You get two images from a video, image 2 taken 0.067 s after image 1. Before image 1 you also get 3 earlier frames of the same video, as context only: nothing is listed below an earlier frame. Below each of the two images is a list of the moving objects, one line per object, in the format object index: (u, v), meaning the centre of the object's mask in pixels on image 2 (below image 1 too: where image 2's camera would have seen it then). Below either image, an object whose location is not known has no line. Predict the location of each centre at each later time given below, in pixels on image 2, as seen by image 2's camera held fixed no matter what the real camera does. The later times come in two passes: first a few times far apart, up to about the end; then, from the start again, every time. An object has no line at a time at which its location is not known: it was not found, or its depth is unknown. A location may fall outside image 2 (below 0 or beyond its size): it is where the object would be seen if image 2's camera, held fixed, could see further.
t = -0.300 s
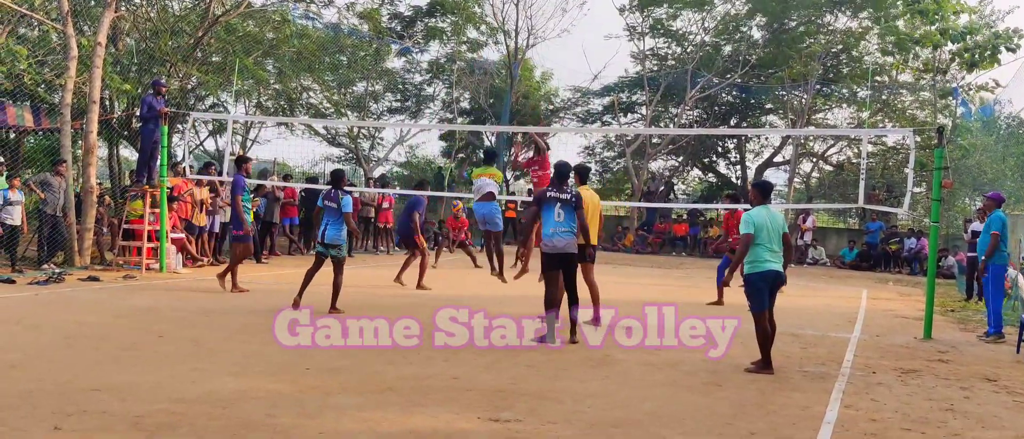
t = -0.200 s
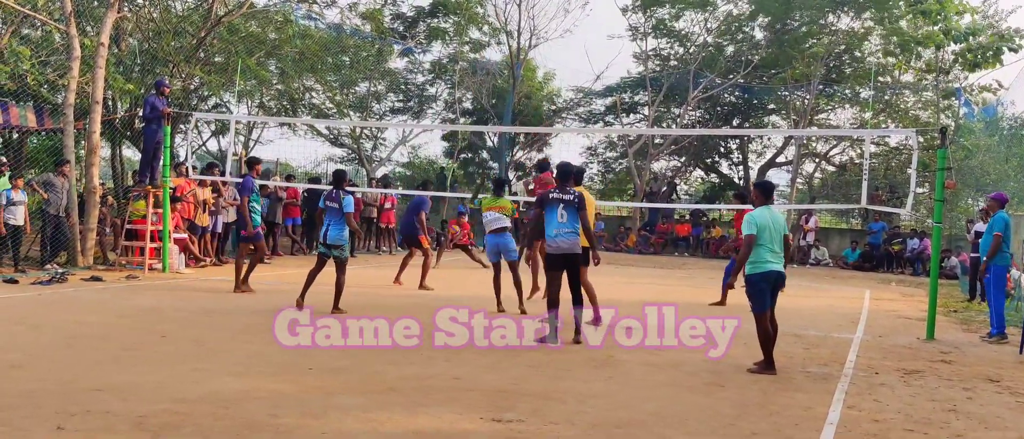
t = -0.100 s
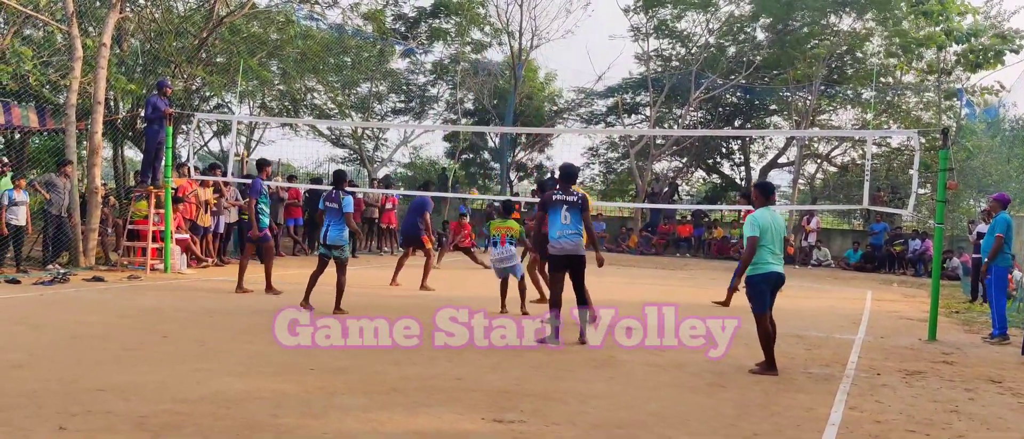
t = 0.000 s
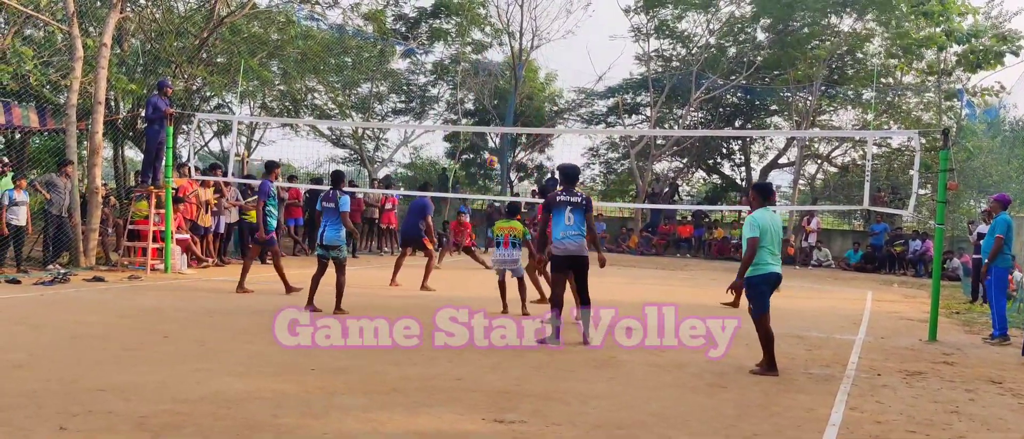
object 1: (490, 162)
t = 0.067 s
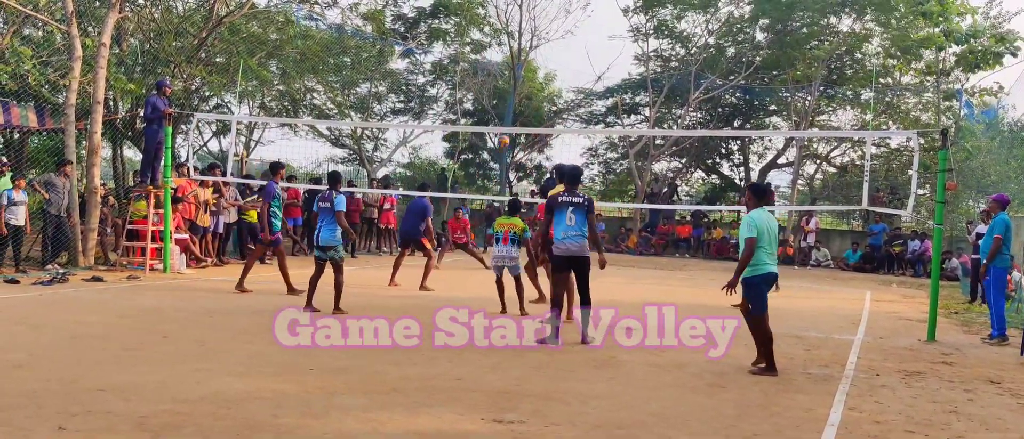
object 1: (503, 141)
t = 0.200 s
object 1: (529, 105)
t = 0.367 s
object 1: (563, 71)
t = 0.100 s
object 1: (507, 135)
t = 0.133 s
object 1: (516, 122)
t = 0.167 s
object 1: (522, 114)
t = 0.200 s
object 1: (529, 105)
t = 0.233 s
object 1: (536, 98)
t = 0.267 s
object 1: (542, 91)
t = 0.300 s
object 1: (549, 83)
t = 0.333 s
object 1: (556, 77)
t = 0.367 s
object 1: (563, 71)
